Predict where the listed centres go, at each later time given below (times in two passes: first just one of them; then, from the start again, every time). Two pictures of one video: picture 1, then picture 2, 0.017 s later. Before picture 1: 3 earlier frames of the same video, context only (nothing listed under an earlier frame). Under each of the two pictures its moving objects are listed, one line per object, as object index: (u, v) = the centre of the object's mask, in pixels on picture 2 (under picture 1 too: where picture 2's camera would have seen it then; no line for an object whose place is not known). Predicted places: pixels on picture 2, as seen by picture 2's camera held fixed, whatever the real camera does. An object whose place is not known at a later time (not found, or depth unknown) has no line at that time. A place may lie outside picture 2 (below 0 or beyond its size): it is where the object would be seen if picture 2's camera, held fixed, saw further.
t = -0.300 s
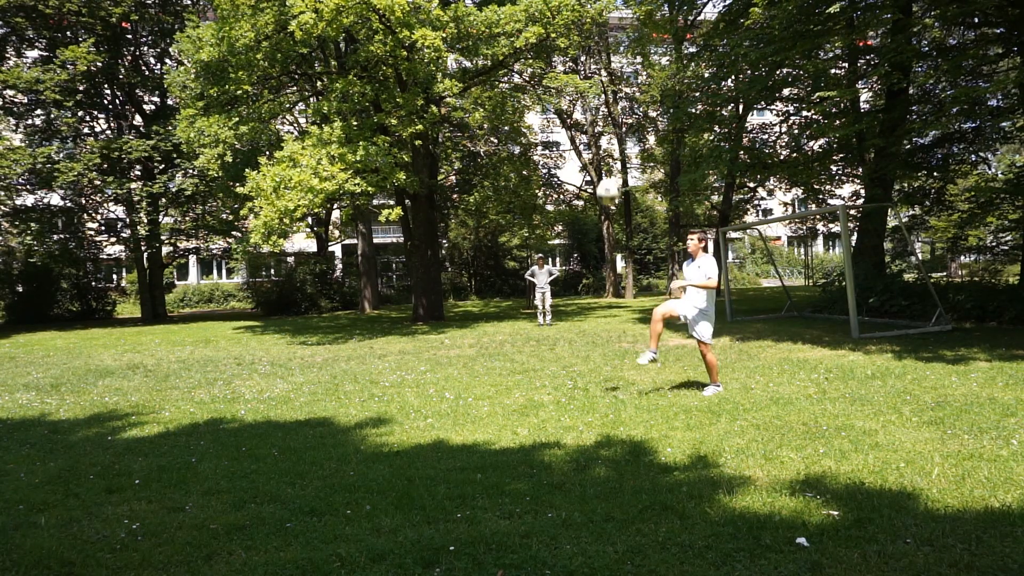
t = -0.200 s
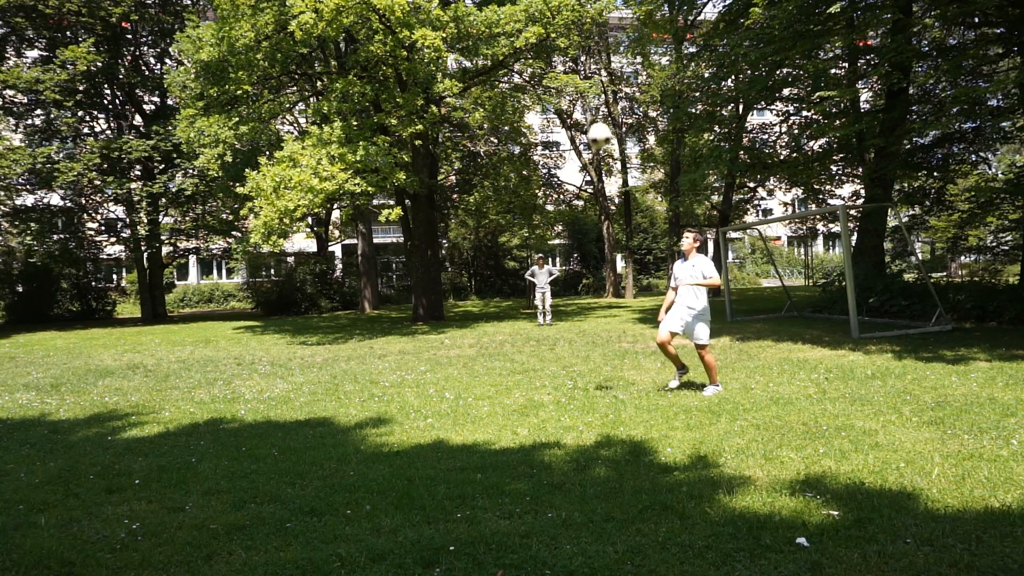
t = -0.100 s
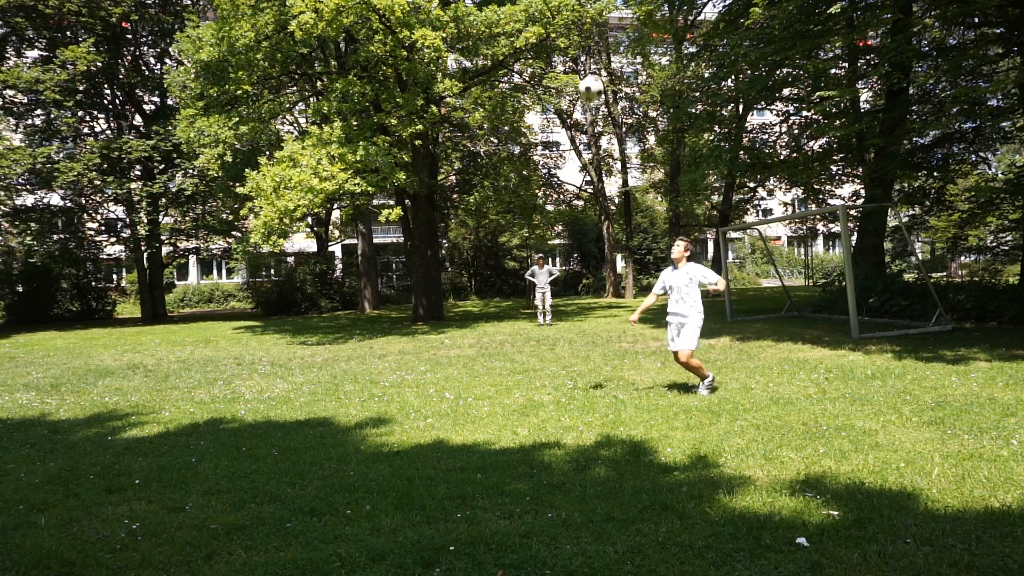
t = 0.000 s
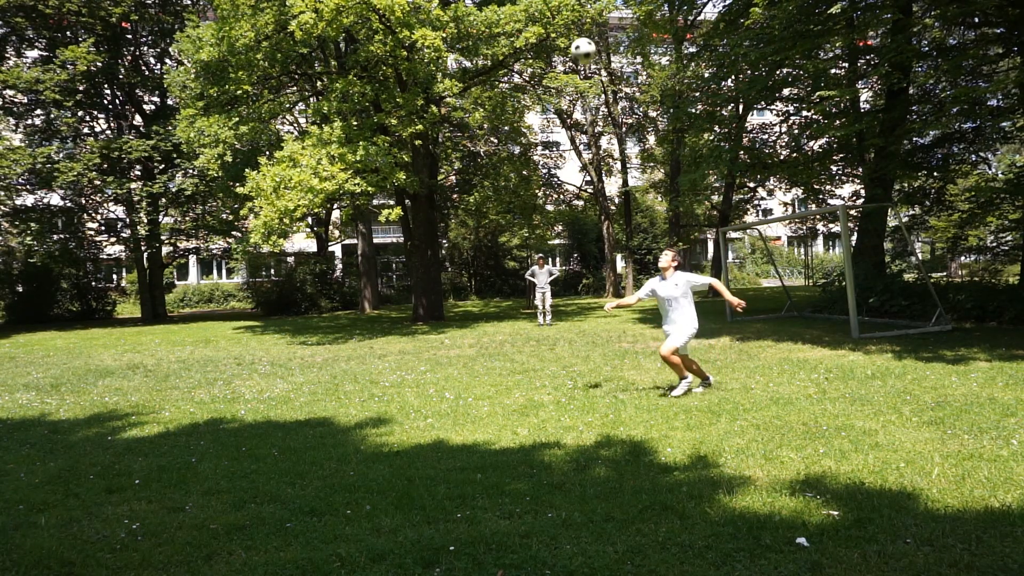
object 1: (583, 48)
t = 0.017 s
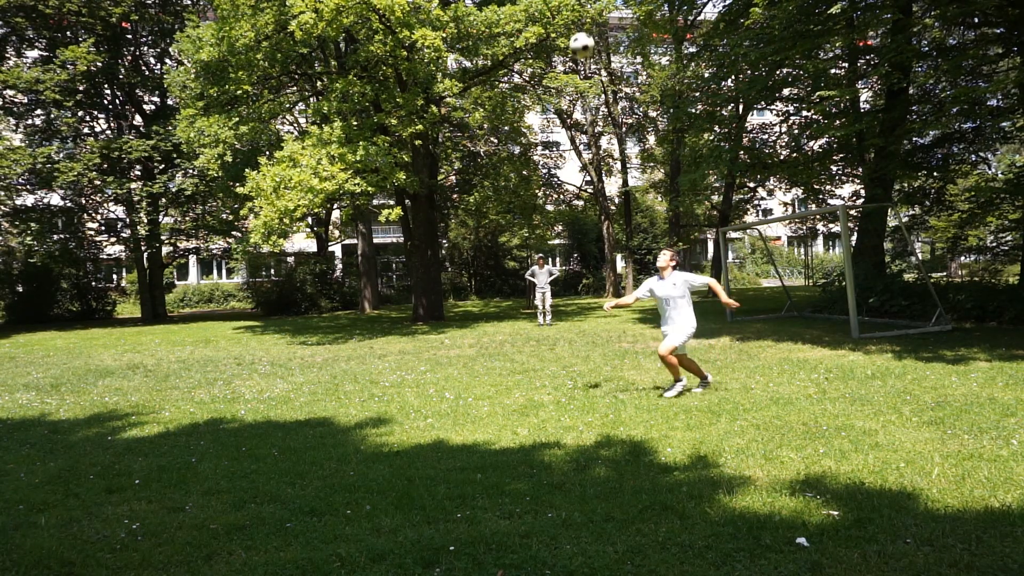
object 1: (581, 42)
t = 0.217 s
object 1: (567, 7)
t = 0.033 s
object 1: (580, 38)
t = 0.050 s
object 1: (579, 36)
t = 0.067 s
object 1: (578, 31)
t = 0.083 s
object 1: (576, 26)
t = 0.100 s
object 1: (575, 21)
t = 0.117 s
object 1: (574, 20)
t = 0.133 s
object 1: (573, 16)
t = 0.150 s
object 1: (572, 13)
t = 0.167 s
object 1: (570, 11)
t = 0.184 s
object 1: (569, 10)
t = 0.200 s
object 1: (568, 9)
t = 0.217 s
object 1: (567, 7)
